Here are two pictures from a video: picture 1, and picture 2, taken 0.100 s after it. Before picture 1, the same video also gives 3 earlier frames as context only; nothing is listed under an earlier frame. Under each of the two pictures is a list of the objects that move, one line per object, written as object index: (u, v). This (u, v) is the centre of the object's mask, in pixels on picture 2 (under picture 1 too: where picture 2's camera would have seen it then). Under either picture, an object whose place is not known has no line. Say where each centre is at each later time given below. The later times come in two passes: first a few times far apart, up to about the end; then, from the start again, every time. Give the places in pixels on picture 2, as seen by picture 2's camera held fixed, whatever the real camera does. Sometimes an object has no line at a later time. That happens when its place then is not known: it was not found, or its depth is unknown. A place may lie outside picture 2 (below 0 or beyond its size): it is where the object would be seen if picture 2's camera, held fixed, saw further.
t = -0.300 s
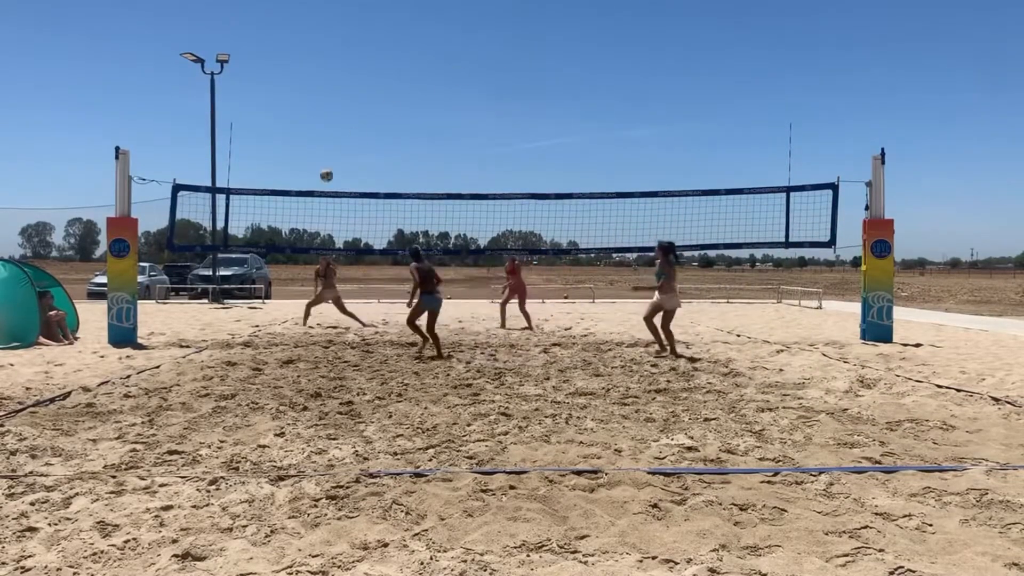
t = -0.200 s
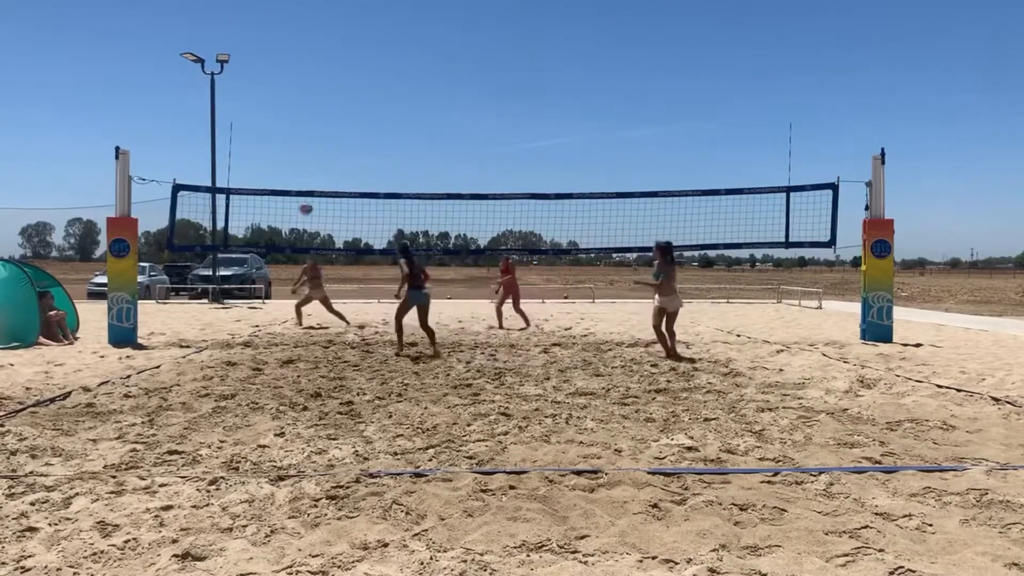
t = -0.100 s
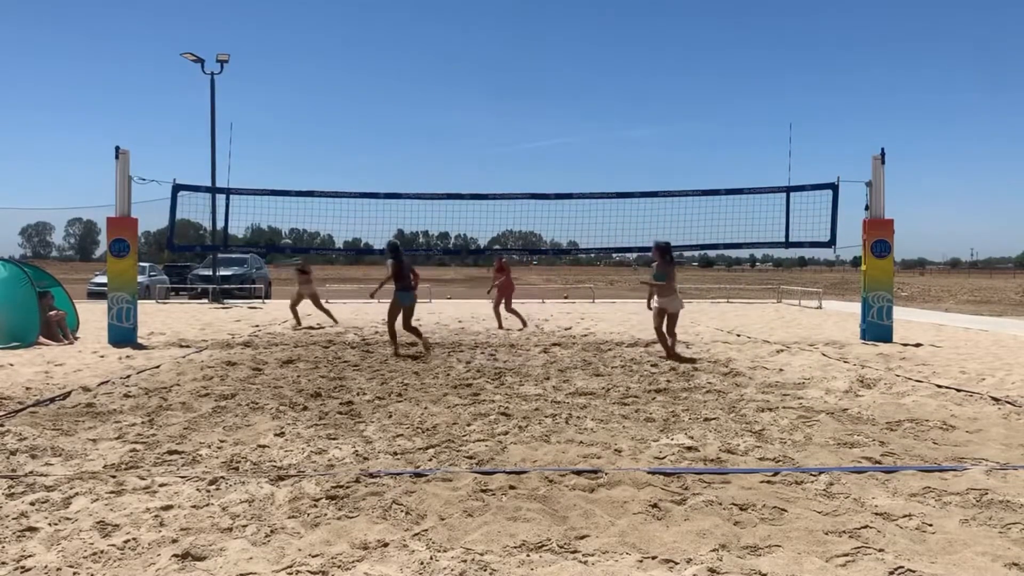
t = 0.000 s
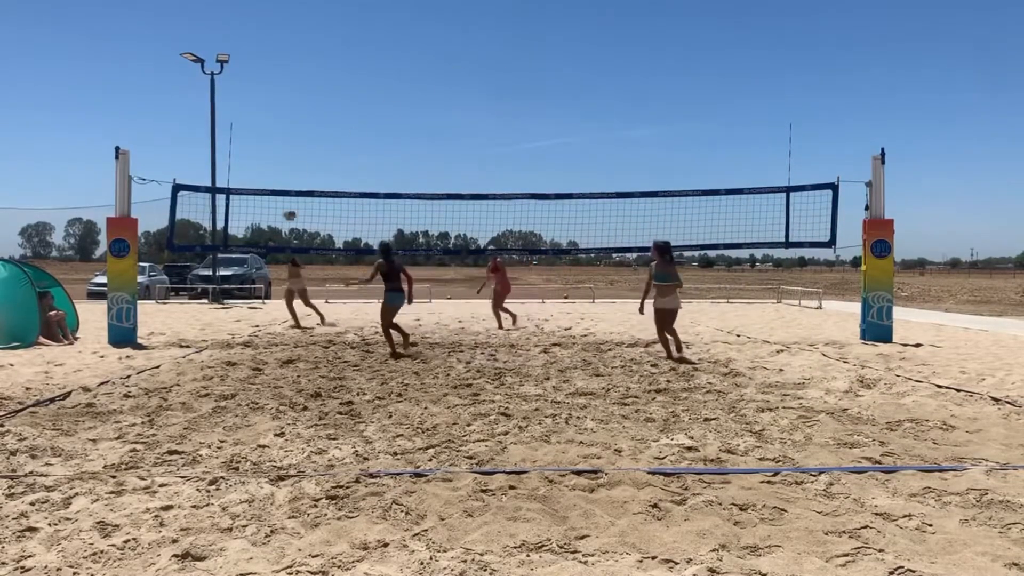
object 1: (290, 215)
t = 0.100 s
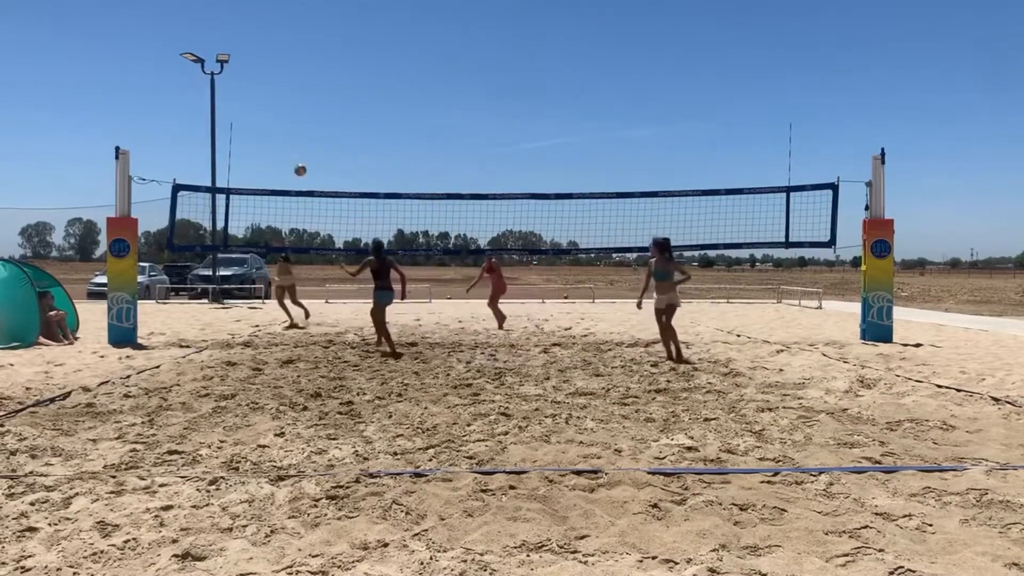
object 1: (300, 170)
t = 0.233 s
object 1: (313, 118)
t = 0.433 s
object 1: (332, 62)
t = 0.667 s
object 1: (354, 25)
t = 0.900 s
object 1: (376, 19)
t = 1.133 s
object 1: (397, 46)
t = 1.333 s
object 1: (413, 93)
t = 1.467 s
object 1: (424, 135)
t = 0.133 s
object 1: (303, 157)
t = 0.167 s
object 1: (307, 143)
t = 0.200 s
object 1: (310, 130)
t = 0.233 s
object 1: (313, 118)
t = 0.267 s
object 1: (316, 108)
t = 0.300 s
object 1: (319, 97)
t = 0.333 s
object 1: (323, 87)
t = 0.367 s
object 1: (326, 78)
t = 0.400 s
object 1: (329, 70)
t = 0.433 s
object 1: (332, 62)
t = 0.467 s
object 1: (336, 55)
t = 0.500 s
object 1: (339, 48)
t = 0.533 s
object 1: (342, 43)
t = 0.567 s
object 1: (345, 37)
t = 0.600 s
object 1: (348, 33)
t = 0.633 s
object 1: (351, 28)
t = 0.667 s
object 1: (354, 25)
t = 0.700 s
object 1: (357, 22)
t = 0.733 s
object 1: (360, 20)
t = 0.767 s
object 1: (364, 19)
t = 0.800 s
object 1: (367, 18)
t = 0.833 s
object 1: (370, 18)
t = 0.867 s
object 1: (373, 19)
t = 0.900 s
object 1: (376, 19)
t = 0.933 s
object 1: (379, 21)
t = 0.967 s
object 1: (382, 24)
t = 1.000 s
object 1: (385, 27)
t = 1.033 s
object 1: (388, 30)
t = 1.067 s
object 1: (391, 35)
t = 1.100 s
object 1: (394, 40)
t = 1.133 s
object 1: (397, 46)
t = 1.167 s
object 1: (400, 52)
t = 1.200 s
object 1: (402, 59)
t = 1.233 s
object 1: (405, 67)
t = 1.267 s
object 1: (408, 75)
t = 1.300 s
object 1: (410, 83)
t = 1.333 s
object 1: (413, 93)
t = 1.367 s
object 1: (415, 103)
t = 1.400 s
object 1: (418, 113)
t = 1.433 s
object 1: (421, 124)
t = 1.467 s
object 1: (424, 135)
